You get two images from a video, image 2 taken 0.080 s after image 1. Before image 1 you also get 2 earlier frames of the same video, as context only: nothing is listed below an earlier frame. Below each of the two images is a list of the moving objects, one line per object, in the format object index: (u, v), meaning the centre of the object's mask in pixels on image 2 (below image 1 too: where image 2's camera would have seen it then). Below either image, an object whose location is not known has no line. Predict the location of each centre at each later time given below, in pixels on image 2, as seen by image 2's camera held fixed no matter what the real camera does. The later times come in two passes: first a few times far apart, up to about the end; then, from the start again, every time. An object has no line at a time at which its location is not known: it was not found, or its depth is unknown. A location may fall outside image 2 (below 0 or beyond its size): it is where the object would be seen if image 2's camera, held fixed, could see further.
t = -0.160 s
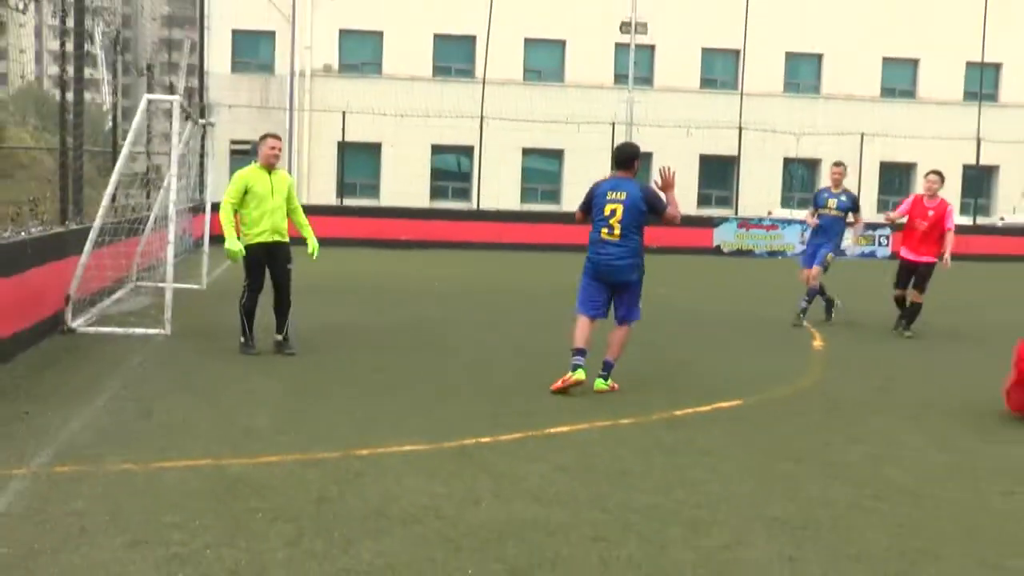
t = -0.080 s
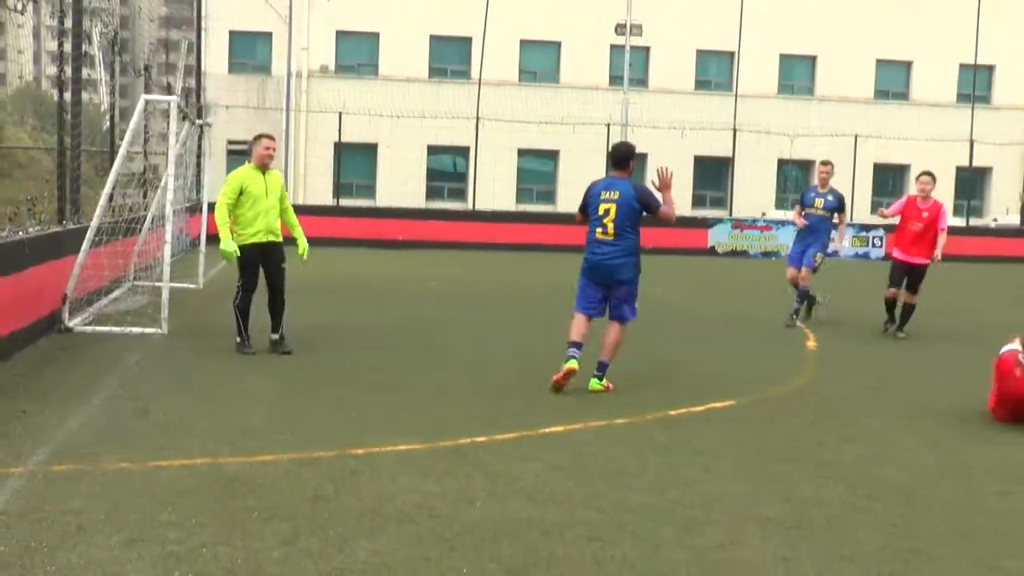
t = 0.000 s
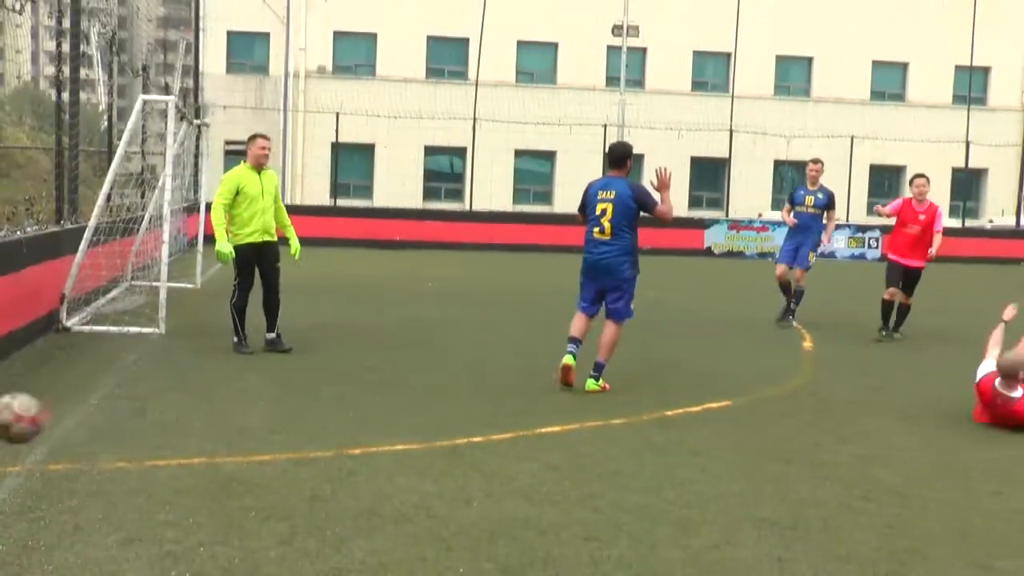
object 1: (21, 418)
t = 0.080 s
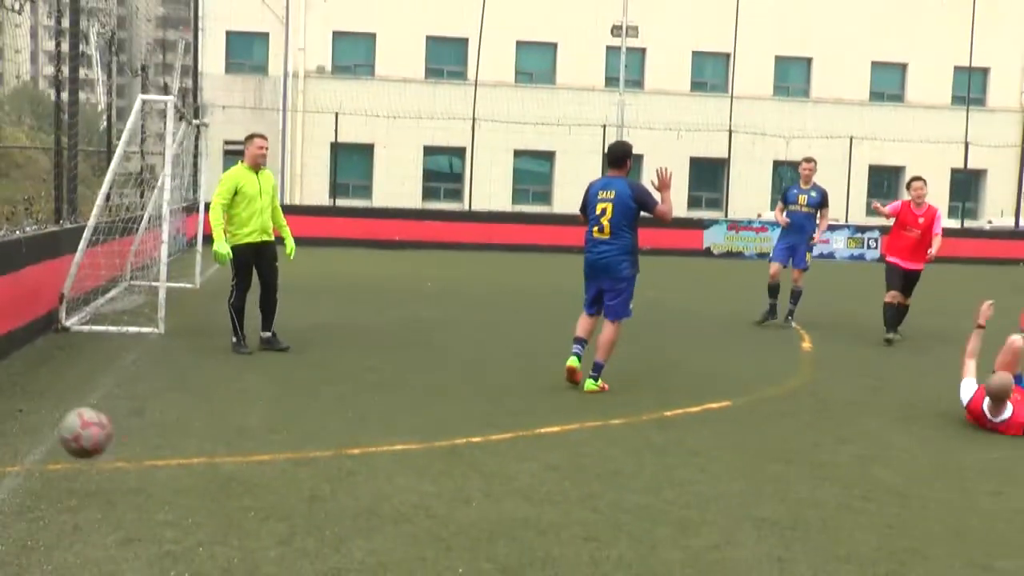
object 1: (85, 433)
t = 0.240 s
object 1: (194, 459)
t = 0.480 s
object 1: (260, 454)
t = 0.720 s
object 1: (344, 469)
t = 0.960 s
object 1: (430, 481)
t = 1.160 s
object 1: (503, 491)
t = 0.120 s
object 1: (121, 446)
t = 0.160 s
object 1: (153, 463)
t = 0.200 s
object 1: (182, 474)
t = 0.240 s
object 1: (194, 459)
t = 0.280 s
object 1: (205, 449)
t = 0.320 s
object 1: (216, 443)
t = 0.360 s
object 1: (228, 440)
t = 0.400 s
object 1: (240, 441)
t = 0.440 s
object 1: (250, 446)
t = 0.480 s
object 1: (260, 454)
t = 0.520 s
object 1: (270, 465)
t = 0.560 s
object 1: (282, 479)
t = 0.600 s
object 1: (297, 476)
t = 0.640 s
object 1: (312, 470)
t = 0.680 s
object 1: (328, 468)
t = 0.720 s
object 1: (344, 469)
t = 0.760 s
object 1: (359, 474)
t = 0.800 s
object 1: (375, 483)
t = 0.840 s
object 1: (389, 484)
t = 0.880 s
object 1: (403, 479)
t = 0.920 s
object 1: (417, 478)
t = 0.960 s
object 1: (430, 481)
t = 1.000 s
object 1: (445, 488)
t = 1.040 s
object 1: (459, 490)
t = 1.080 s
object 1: (474, 487)
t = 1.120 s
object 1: (488, 489)
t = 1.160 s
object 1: (503, 491)
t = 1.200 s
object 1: (517, 491)
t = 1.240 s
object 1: (532, 492)
